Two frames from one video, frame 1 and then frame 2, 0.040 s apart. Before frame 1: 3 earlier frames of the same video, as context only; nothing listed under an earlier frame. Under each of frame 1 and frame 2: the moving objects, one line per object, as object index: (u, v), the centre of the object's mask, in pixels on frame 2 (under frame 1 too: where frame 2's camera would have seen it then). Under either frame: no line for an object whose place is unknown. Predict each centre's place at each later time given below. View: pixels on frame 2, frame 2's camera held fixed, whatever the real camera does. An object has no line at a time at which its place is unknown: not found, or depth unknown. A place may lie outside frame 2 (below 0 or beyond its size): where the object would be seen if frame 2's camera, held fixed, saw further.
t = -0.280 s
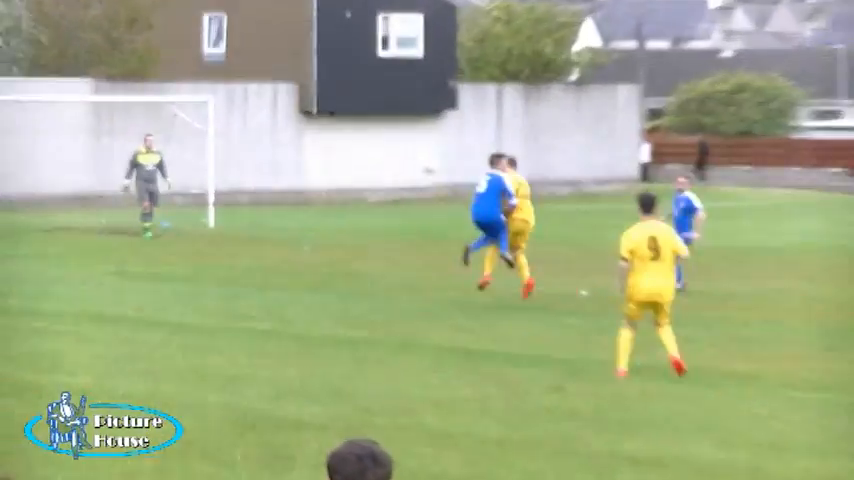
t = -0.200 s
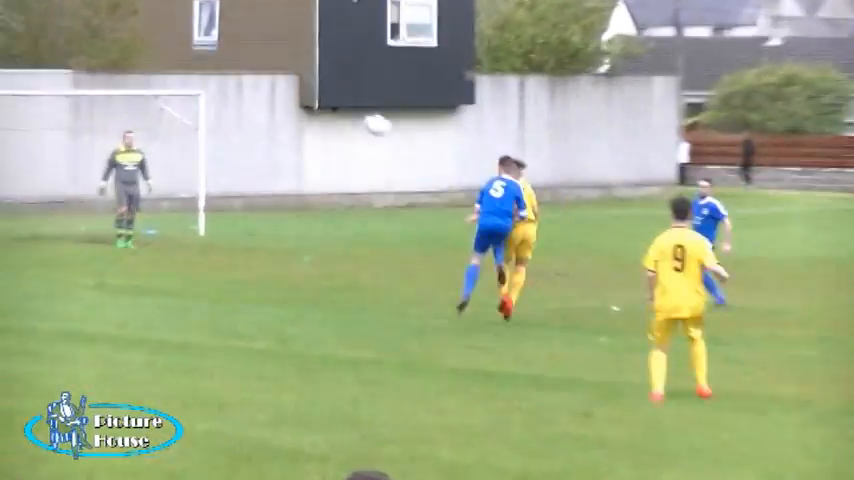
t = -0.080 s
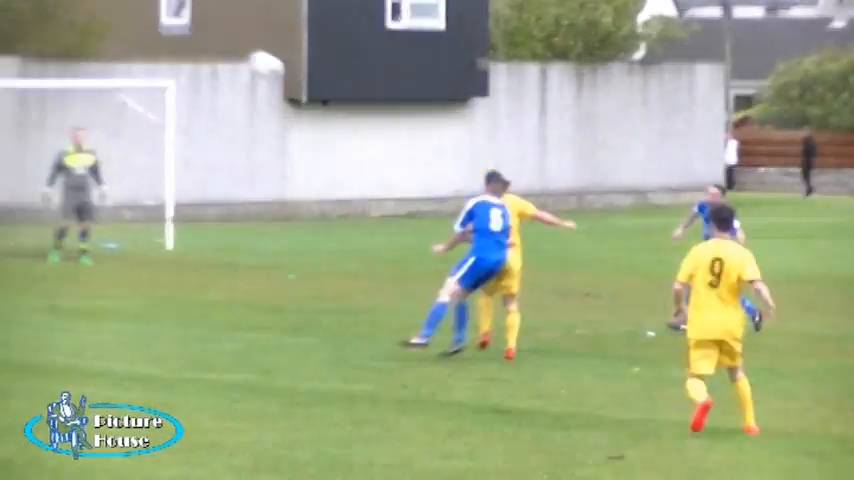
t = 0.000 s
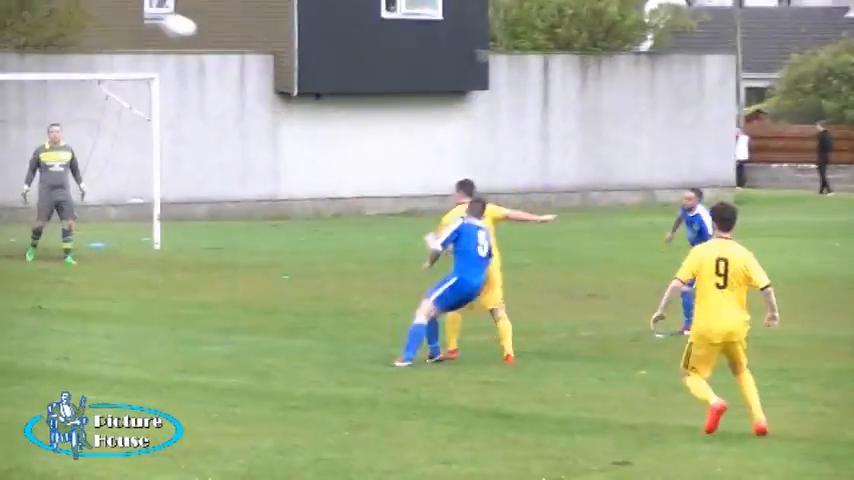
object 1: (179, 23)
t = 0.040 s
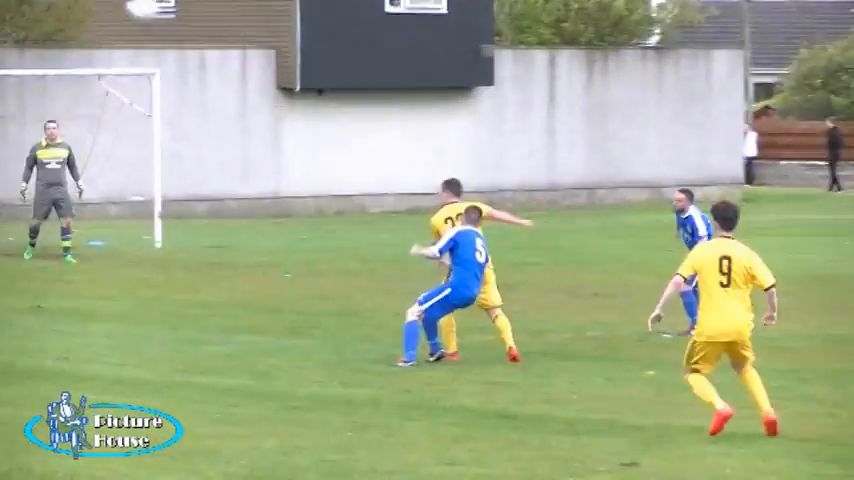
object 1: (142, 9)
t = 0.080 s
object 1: (106, 2)
